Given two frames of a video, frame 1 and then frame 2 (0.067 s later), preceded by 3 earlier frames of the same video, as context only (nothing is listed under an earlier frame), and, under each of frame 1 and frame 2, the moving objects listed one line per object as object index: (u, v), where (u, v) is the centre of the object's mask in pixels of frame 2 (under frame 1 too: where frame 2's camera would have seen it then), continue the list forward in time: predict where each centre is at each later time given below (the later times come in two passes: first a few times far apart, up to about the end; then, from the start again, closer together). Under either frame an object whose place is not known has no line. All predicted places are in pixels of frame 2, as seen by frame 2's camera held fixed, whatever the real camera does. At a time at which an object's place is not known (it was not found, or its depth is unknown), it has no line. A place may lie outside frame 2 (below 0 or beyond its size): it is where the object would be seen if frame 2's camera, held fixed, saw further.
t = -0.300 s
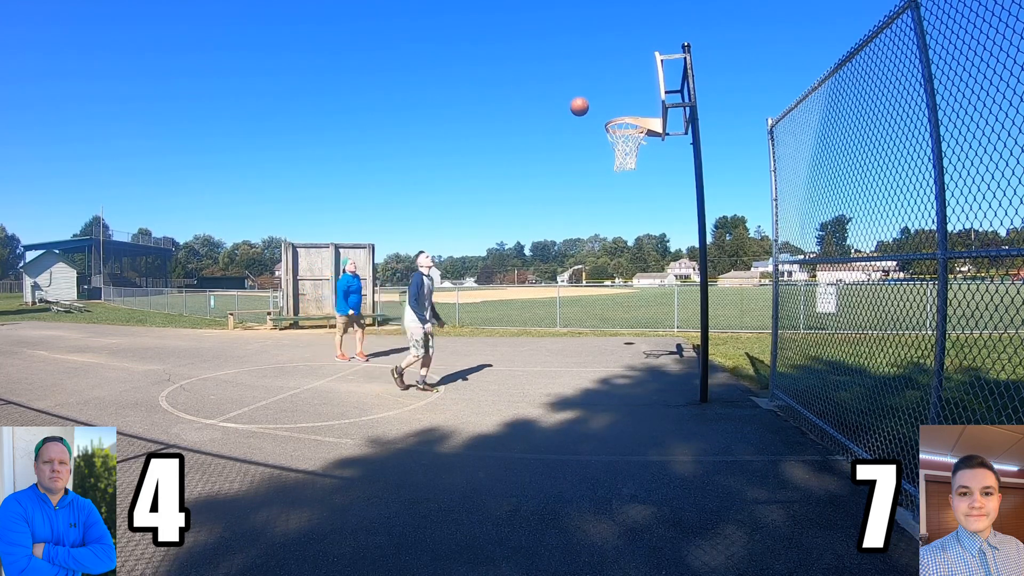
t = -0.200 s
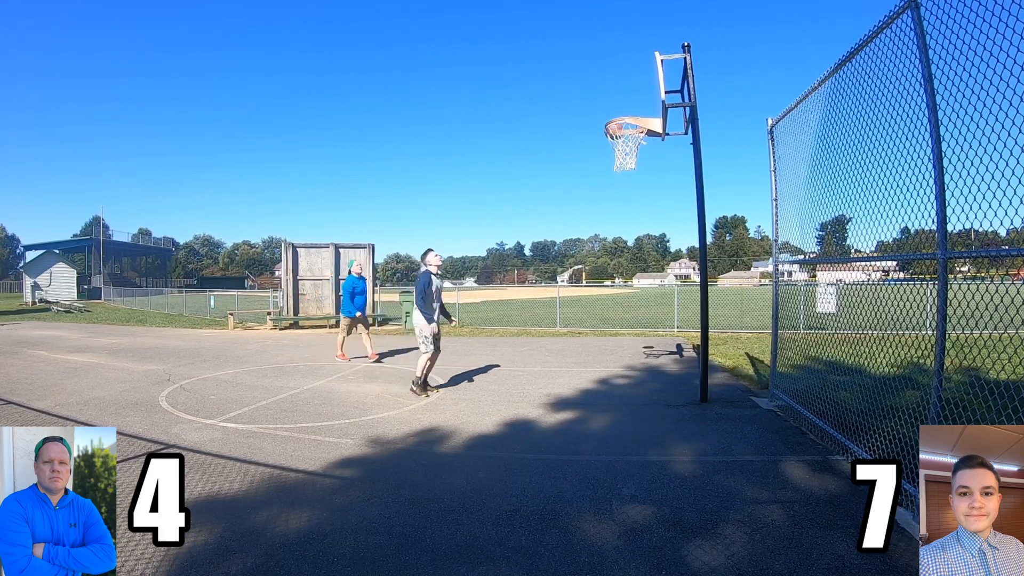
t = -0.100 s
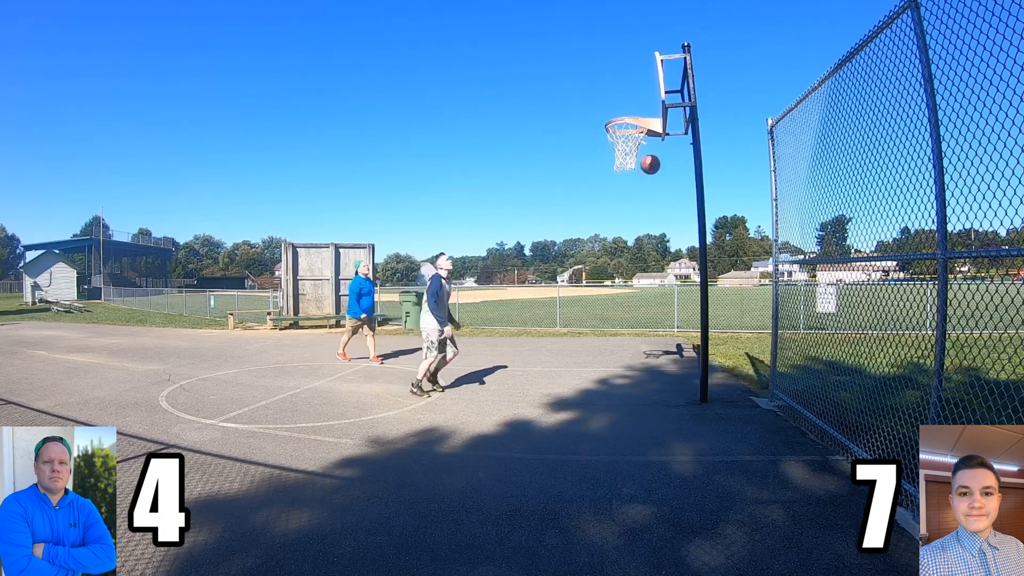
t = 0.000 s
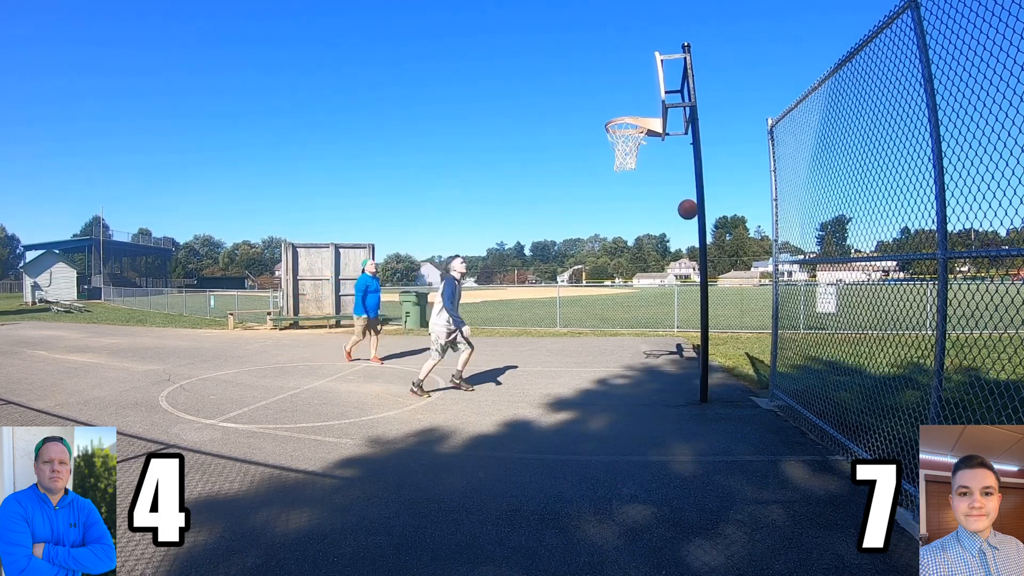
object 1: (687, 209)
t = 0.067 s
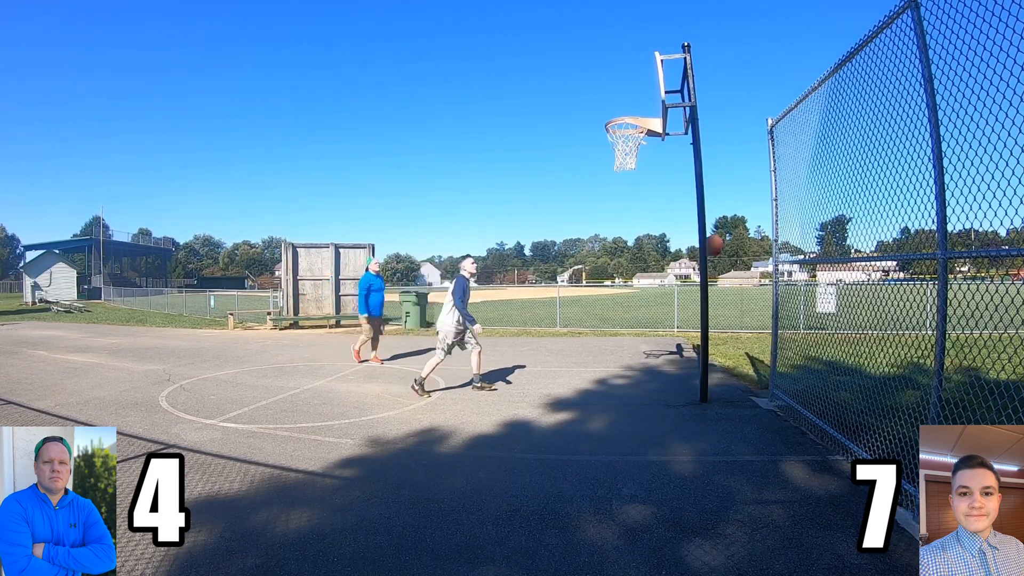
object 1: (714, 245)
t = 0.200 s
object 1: (762, 332)
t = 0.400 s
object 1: (728, 360)
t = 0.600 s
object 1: (765, 324)
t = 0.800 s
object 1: (749, 354)
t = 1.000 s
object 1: (735, 373)
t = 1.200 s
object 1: (728, 347)
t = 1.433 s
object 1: (719, 359)
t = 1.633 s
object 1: (725, 394)
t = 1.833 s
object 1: (733, 372)
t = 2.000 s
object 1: (738, 382)
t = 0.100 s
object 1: (725, 265)
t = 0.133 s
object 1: (738, 286)
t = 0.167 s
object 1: (750, 309)
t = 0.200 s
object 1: (762, 332)
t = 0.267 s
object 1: (746, 366)
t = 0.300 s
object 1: (736, 384)
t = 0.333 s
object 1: (726, 384)
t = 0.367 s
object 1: (717, 372)
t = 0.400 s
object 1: (728, 360)
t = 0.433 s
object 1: (739, 349)
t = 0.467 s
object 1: (749, 338)
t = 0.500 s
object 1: (759, 329)
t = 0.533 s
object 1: (769, 322)
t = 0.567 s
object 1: (768, 322)
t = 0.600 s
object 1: (765, 324)
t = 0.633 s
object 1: (763, 326)
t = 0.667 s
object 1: (760, 330)
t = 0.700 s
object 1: (757, 335)
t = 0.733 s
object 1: (755, 340)
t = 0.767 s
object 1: (752, 347)
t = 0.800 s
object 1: (749, 354)
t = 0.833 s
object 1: (746, 363)
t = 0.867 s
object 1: (743, 372)
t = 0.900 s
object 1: (742, 383)
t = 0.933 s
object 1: (739, 390)
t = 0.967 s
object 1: (736, 381)
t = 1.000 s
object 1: (735, 373)
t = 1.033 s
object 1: (734, 366)
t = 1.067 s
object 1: (733, 361)
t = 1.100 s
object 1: (732, 356)
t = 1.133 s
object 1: (731, 352)
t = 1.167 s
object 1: (729, 349)
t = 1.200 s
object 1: (728, 347)
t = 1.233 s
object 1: (727, 346)
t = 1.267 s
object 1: (725, 346)
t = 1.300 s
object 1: (724, 347)
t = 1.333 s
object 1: (722, 349)
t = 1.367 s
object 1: (721, 351)
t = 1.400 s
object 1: (719, 355)
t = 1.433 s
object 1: (719, 359)
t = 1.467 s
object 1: (720, 363)
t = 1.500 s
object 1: (721, 368)
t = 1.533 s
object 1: (722, 374)
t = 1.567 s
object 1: (723, 382)
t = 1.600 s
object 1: (724, 389)
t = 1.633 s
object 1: (725, 394)
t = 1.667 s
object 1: (726, 388)
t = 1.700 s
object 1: (727, 384)
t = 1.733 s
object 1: (728, 379)
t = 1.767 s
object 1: (730, 375)
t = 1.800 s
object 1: (731, 373)
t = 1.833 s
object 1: (733, 372)
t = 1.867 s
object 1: (734, 372)
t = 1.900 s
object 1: (735, 373)
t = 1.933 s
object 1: (736, 375)
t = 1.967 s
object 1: (738, 378)
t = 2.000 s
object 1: (738, 382)
